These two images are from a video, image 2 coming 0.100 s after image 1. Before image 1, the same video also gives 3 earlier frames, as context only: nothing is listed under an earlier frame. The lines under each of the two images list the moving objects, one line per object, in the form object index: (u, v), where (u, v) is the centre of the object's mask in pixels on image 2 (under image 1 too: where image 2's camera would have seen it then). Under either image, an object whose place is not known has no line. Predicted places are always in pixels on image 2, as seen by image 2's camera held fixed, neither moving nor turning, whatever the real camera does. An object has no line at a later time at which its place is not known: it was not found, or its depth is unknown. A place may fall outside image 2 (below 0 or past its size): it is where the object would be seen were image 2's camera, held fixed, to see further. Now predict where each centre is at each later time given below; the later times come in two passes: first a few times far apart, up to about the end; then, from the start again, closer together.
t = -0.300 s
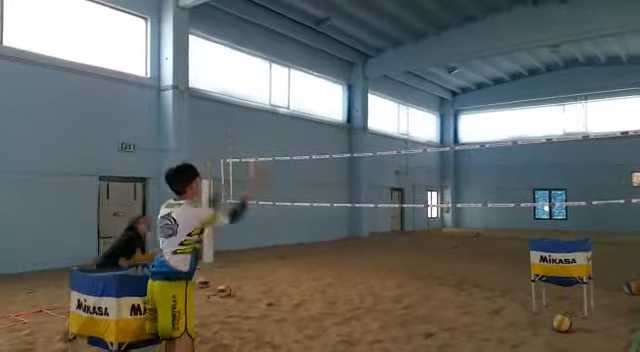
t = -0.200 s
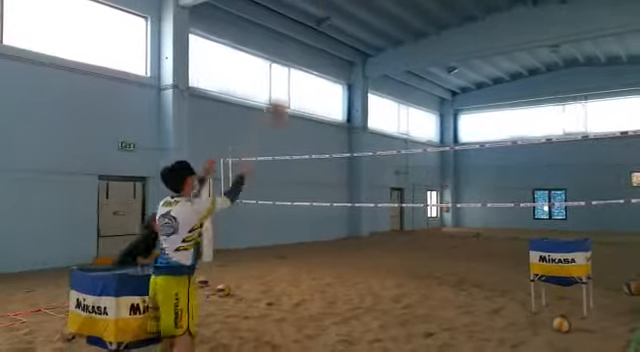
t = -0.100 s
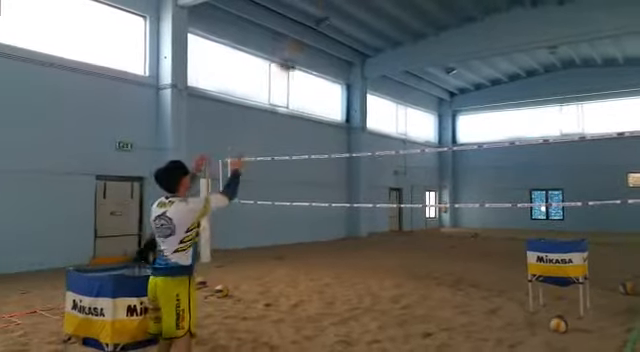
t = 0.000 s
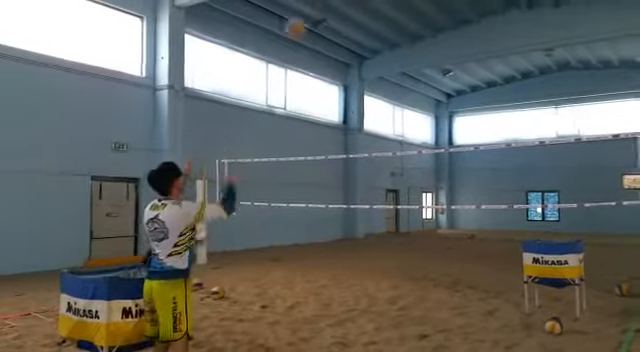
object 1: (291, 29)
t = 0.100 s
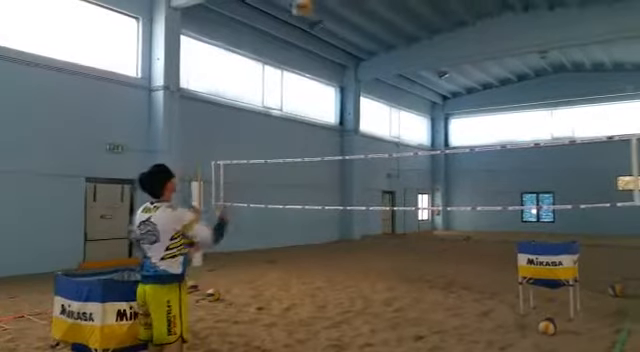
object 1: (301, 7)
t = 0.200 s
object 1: (307, 2)
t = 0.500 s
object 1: (335, 8)
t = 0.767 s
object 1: (355, 77)
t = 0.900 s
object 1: (360, 127)
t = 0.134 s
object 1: (302, 7)
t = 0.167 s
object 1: (308, 3)
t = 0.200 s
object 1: (307, 2)
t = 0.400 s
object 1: (322, -1)
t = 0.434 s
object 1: (332, 1)
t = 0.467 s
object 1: (333, 2)
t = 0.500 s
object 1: (335, 8)
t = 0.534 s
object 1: (338, 15)
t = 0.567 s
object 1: (340, 19)
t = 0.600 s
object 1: (342, 30)
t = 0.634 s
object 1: (346, 38)
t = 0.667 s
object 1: (347, 47)
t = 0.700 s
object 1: (349, 54)
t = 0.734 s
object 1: (352, 64)
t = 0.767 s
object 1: (355, 77)
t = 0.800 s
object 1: (357, 85)
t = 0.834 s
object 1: (358, 101)
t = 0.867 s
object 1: (360, 114)
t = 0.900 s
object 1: (360, 127)
